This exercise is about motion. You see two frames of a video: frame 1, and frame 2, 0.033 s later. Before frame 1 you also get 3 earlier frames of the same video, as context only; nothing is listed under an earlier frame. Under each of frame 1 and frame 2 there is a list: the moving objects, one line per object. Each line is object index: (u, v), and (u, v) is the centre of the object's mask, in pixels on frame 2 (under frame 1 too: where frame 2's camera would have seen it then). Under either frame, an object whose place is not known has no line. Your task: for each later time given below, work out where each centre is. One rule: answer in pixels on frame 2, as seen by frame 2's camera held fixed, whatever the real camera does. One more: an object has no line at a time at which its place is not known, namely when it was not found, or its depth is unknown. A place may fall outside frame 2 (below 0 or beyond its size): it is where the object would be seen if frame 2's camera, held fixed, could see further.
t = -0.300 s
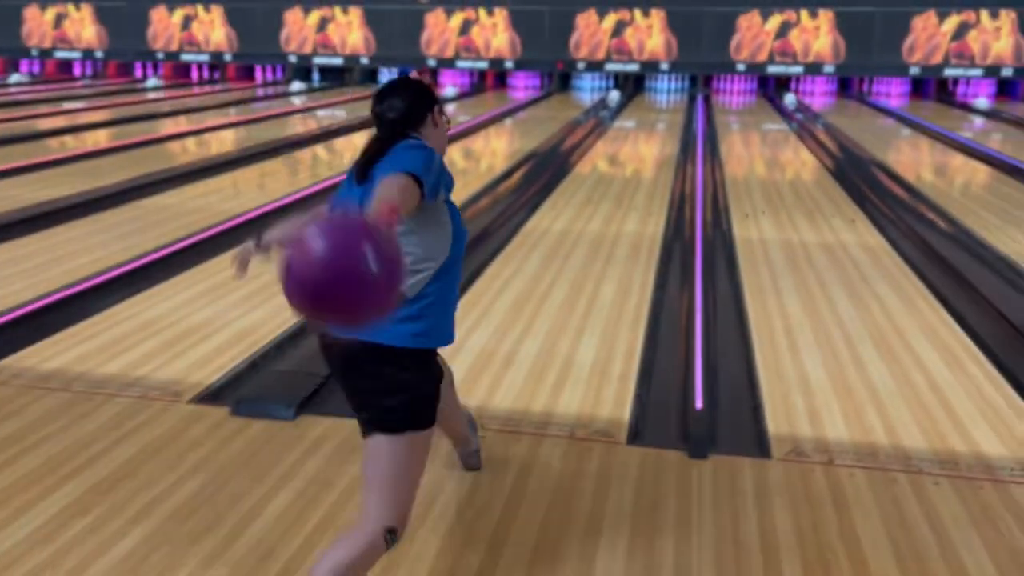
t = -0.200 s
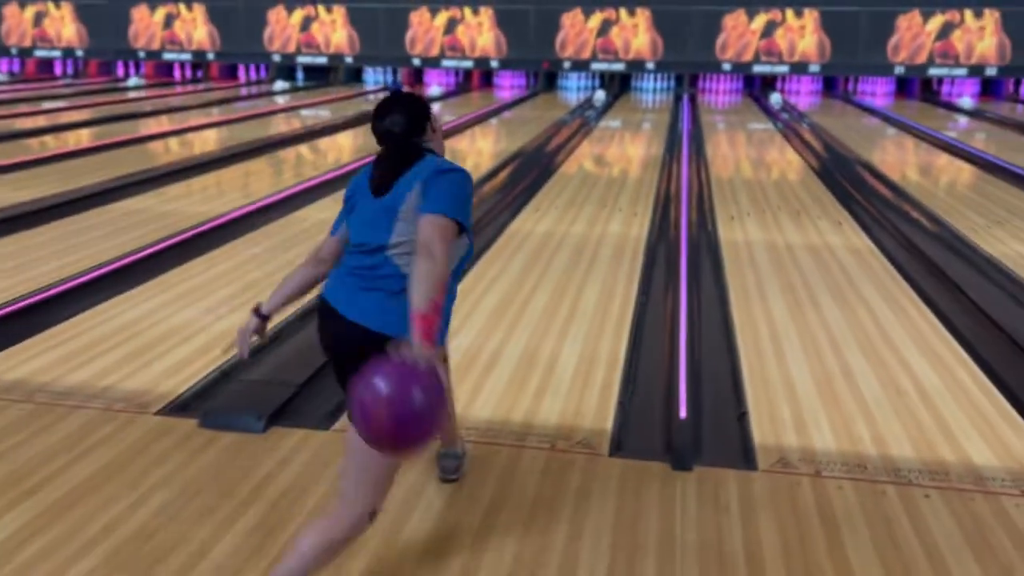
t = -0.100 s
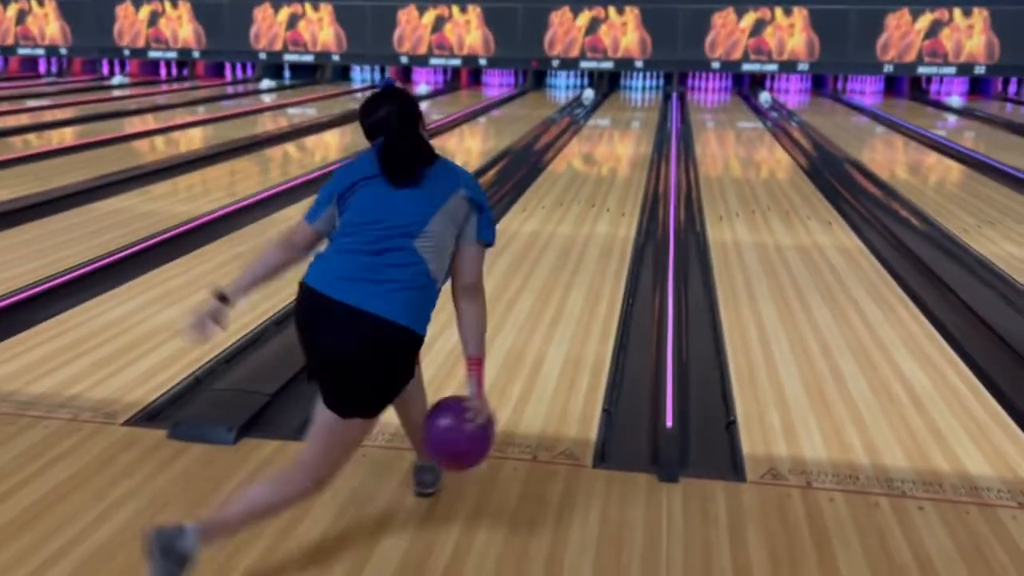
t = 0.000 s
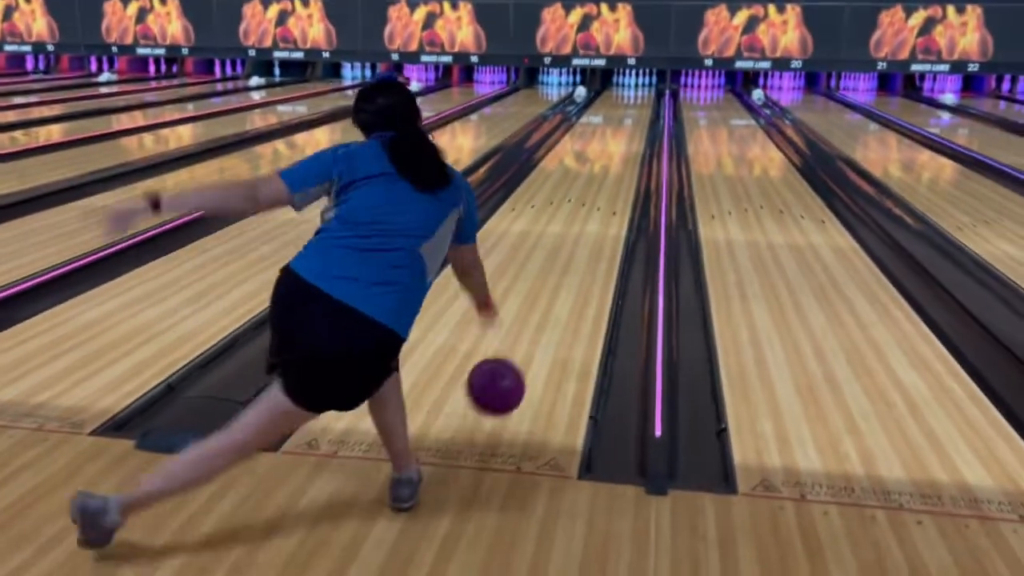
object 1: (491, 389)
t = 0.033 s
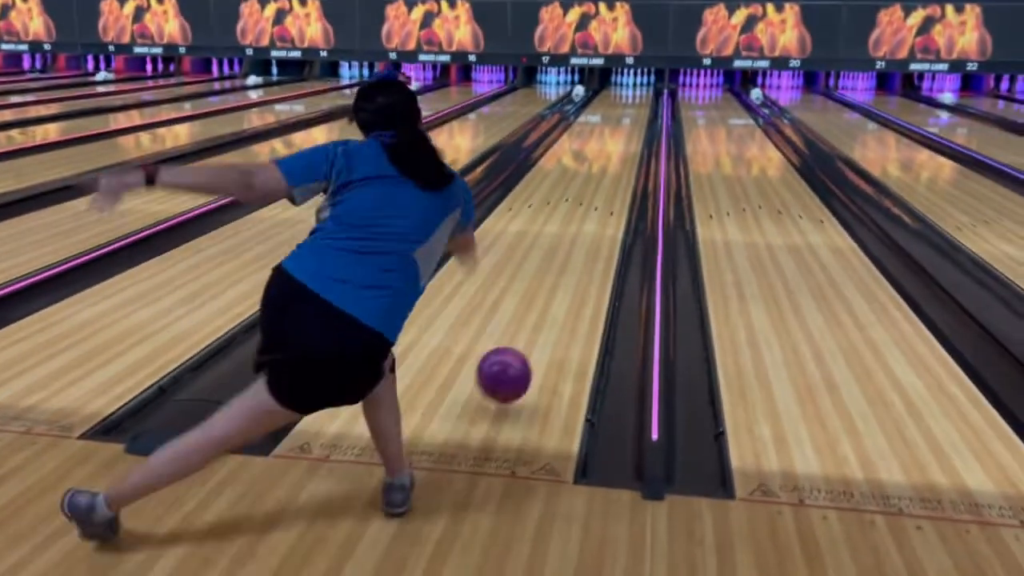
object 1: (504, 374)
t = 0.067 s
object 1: (516, 364)
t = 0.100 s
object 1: (526, 341)
